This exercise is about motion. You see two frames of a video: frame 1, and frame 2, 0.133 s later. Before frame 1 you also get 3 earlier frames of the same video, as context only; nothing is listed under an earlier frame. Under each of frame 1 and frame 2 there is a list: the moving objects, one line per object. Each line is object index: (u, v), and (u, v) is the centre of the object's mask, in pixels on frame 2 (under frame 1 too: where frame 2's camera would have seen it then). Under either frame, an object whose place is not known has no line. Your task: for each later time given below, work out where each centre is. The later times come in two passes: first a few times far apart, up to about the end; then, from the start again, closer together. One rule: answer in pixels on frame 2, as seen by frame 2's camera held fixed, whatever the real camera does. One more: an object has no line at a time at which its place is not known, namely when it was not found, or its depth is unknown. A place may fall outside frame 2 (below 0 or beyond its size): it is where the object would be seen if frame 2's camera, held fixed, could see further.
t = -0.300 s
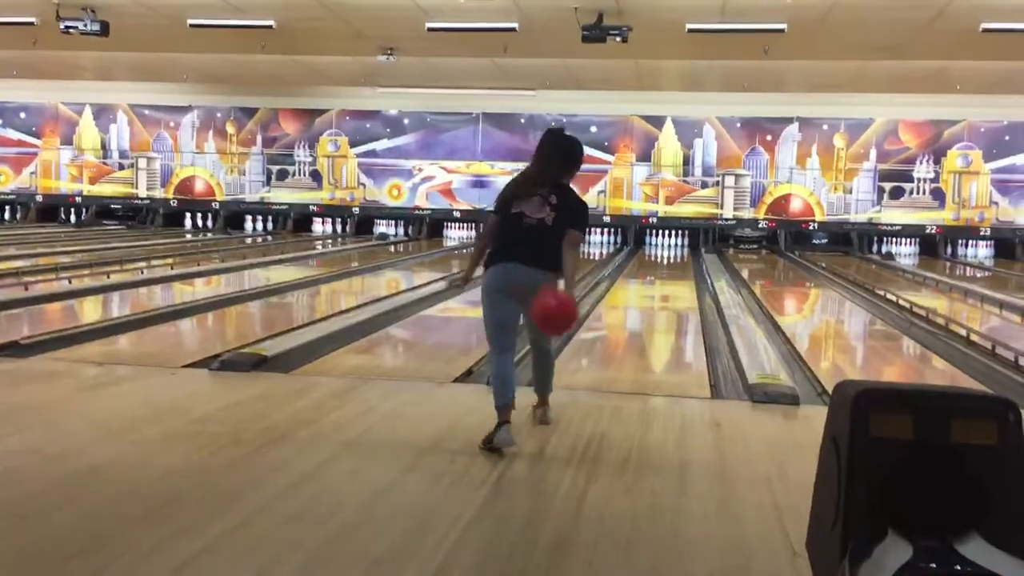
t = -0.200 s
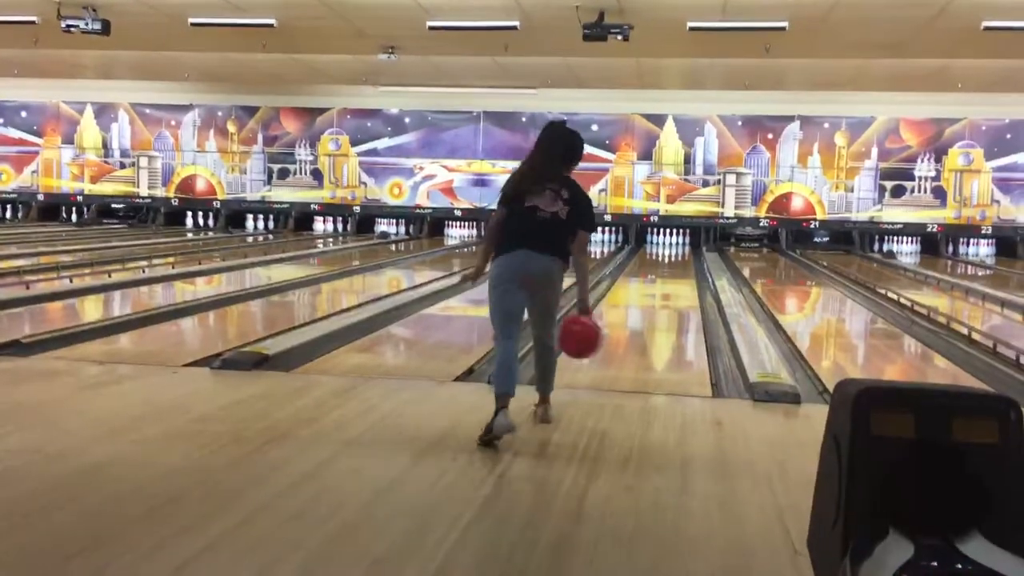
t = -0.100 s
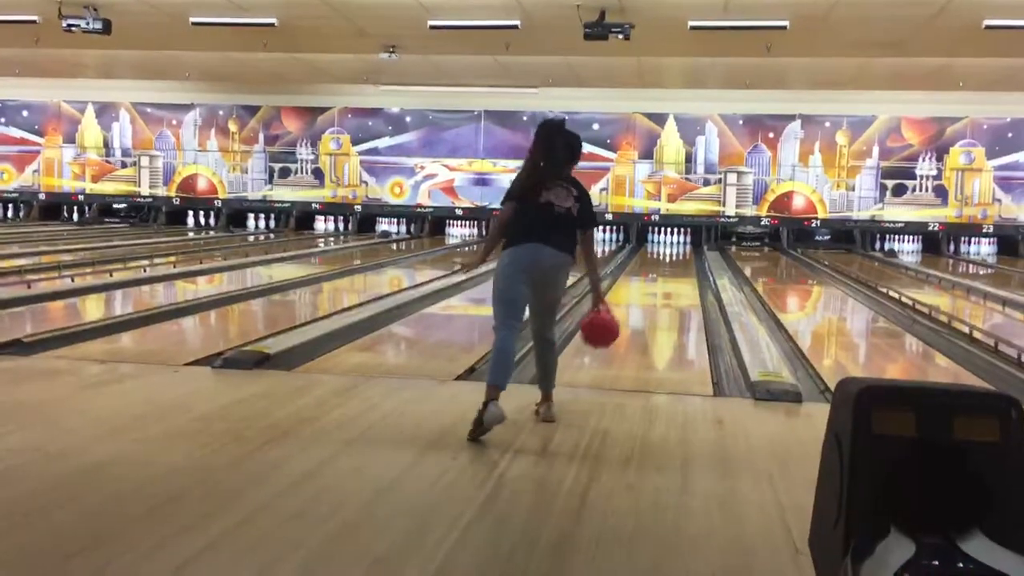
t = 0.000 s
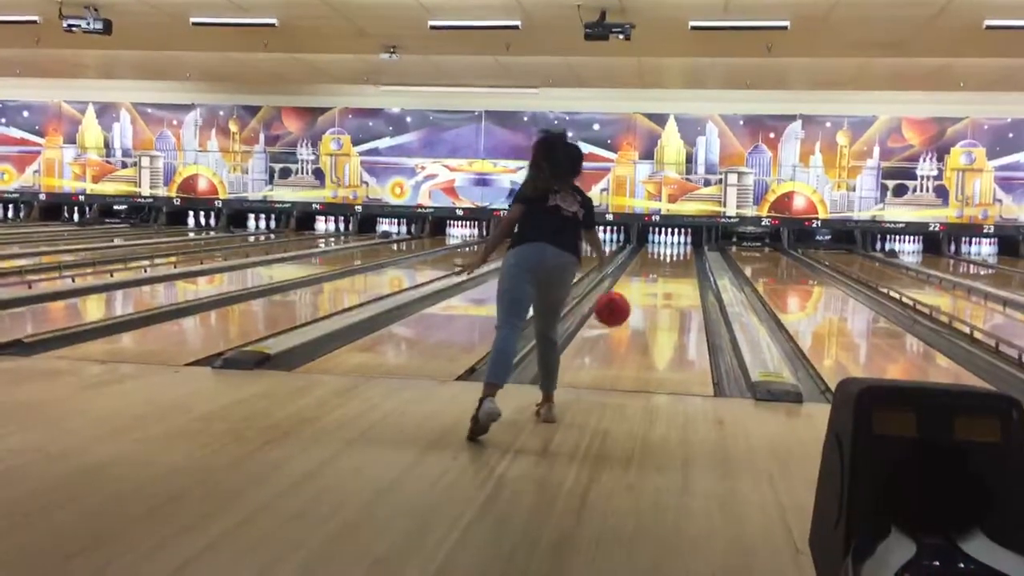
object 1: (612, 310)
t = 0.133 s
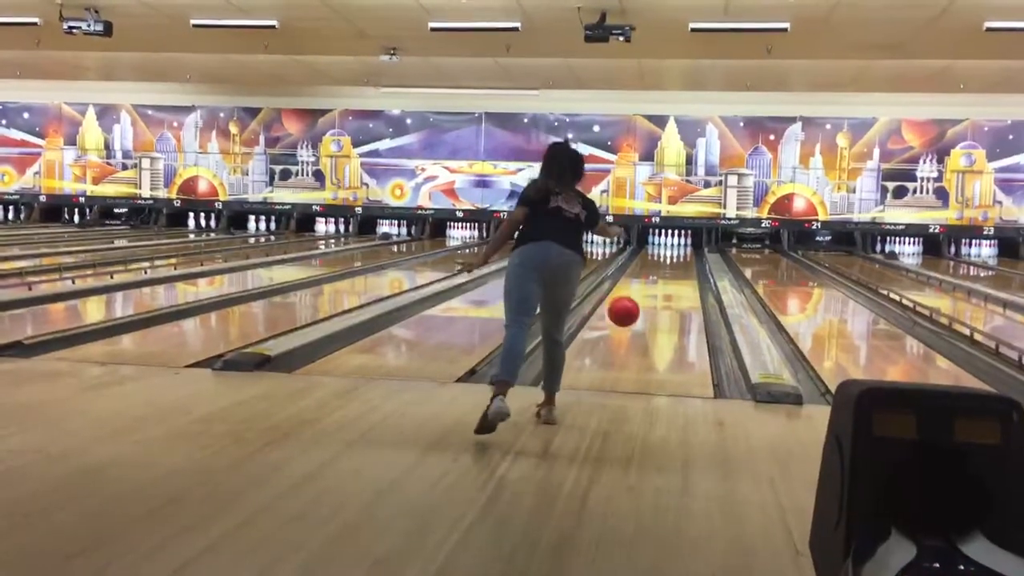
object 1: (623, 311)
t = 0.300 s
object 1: (634, 332)
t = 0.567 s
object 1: (648, 312)
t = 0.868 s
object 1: (659, 295)
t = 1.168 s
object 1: (665, 284)
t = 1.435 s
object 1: (671, 276)
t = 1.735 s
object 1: (674, 269)
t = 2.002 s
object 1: (676, 265)
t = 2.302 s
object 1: (679, 261)
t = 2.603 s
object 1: (681, 256)
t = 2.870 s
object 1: (682, 255)
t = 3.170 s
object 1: (683, 253)
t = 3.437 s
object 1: (682, 249)
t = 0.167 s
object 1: (626, 315)
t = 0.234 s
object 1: (630, 327)
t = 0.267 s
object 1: (632, 335)
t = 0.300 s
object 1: (634, 332)
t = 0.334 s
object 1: (636, 326)
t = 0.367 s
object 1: (638, 322)
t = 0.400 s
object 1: (640, 320)
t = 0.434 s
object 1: (642, 318)
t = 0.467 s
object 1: (643, 318)
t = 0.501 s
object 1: (645, 316)
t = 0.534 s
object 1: (646, 314)
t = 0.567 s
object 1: (648, 312)
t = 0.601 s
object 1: (649, 309)
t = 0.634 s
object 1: (651, 308)
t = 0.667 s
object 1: (652, 306)
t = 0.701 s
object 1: (653, 303)
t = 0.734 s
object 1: (654, 301)
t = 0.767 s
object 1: (655, 299)
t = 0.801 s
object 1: (656, 298)
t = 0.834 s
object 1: (657, 297)
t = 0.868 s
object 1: (659, 295)
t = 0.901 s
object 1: (659, 294)
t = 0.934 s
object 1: (660, 293)
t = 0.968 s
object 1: (661, 291)
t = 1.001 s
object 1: (662, 290)
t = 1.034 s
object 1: (663, 289)
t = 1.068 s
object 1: (663, 287)
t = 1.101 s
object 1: (664, 286)
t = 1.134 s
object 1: (665, 286)
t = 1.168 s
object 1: (665, 284)
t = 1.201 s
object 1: (666, 283)
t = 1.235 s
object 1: (667, 282)
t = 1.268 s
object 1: (668, 281)
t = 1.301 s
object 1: (668, 281)
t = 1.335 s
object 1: (668, 279)
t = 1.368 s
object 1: (669, 279)
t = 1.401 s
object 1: (670, 278)
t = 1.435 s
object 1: (671, 276)
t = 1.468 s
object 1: (671, 276)
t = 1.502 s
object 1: (671, 275)
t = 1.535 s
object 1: (672, 274)
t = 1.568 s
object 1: (672, 273)
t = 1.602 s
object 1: (673, 272)
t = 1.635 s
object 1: (673, 272)
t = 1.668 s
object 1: (673, 271)
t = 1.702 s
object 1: (674, 270)
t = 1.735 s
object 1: (674, 269)
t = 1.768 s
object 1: (675, 269)
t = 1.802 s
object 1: (675, 268)
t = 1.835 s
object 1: (675, 268)
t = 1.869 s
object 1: (676, 267)
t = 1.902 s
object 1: (676, 266)
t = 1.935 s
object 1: (677, 266)
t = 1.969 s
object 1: (676, 265)
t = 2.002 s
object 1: (676, 265)
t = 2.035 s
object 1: (677, 264)
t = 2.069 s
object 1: (677, 264)
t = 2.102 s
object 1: (678, 263)
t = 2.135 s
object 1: (677, 263)
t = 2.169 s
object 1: (679, 262)
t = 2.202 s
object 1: (679, 262)
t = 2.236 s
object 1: (679, 262)
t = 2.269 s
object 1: (679, 262)
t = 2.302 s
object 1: (679, 261)
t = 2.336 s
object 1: (680, 260)
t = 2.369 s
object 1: (680, 259)
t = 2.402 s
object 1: (680, 260)
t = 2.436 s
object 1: (680, 259)
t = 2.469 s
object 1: (681, 259)
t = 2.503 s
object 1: (680, 259)
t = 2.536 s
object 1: (680, 259)
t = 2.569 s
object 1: (681, 257)
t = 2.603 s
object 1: (681, 256)
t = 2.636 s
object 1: (681, 256)
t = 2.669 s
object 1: (681, 256)
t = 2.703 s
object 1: (681, 256)
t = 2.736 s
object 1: (681, 256)
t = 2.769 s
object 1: (682, 256)
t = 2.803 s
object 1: (681, 255)
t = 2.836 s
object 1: (682, 255)
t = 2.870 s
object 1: (682, 255)
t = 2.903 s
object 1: (682, 255)
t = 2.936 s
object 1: (682, 255)
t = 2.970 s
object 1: (682, 255)
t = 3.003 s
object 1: (682, 255)
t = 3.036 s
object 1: (682, 254)
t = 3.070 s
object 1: (683, 254)
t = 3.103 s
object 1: (683, 253)
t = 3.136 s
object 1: (683, 253)
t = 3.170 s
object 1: (683, 253)
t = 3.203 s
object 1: (682, 253)
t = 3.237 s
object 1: (682, 252)
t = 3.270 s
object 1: (682, 252)
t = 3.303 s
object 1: (683, 250)
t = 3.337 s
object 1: (683, 250)
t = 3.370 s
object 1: (682, 250)
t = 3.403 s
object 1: (683, 249)
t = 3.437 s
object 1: (682, 249)
